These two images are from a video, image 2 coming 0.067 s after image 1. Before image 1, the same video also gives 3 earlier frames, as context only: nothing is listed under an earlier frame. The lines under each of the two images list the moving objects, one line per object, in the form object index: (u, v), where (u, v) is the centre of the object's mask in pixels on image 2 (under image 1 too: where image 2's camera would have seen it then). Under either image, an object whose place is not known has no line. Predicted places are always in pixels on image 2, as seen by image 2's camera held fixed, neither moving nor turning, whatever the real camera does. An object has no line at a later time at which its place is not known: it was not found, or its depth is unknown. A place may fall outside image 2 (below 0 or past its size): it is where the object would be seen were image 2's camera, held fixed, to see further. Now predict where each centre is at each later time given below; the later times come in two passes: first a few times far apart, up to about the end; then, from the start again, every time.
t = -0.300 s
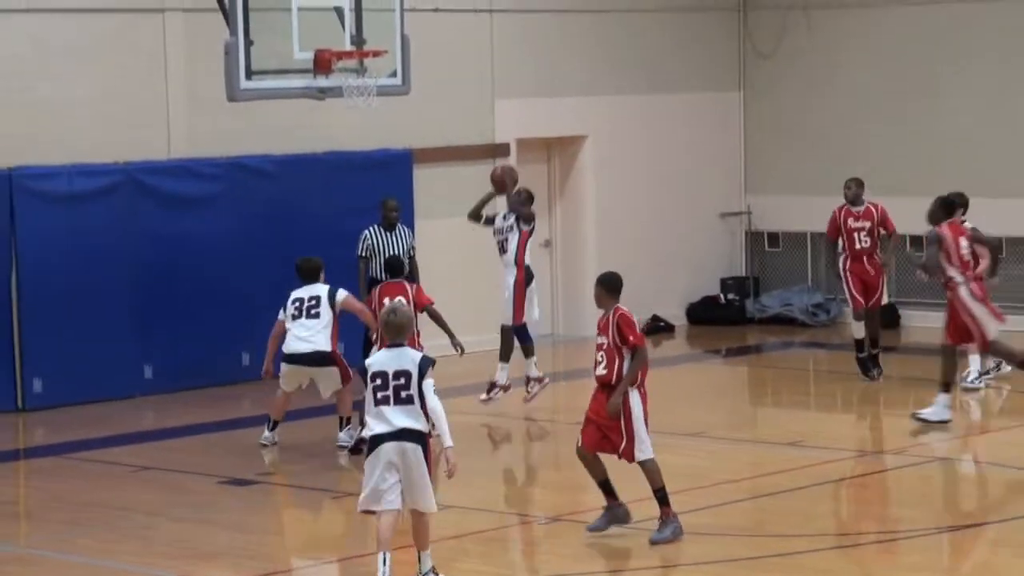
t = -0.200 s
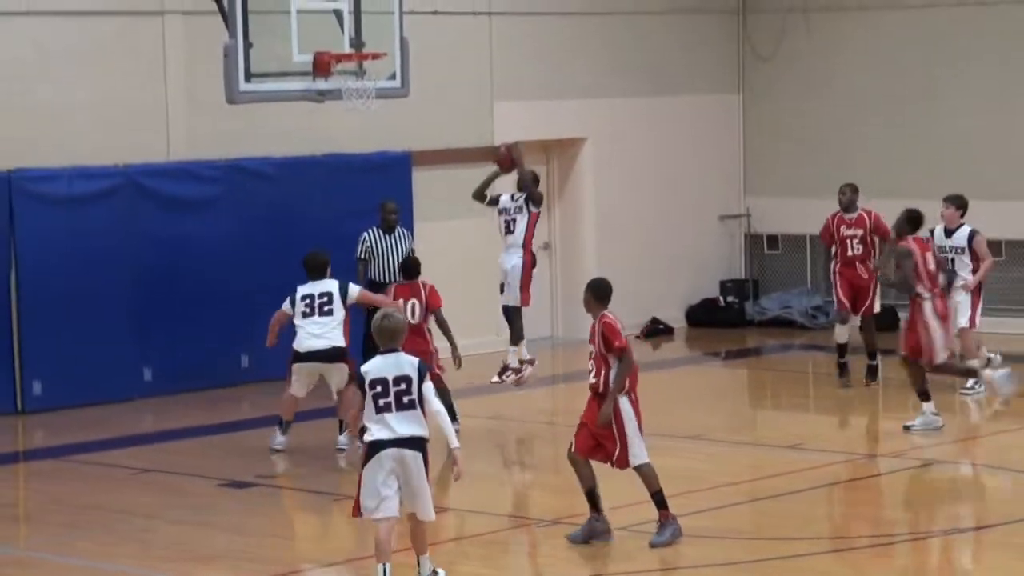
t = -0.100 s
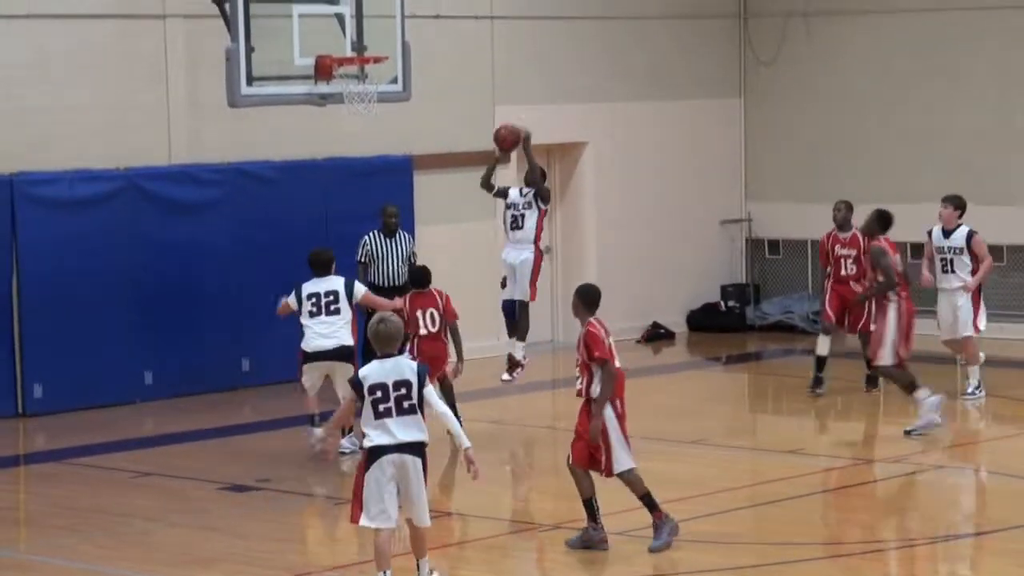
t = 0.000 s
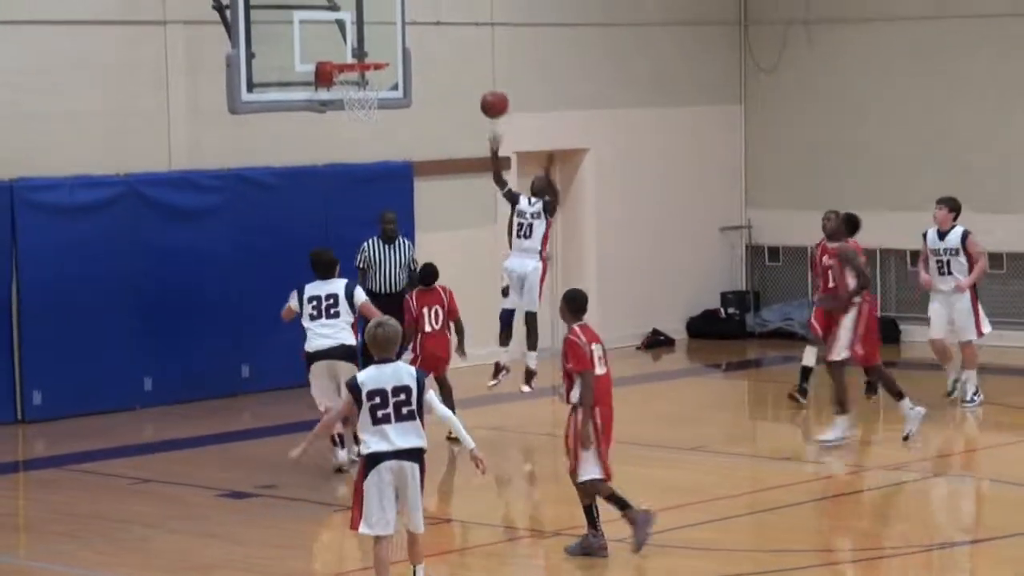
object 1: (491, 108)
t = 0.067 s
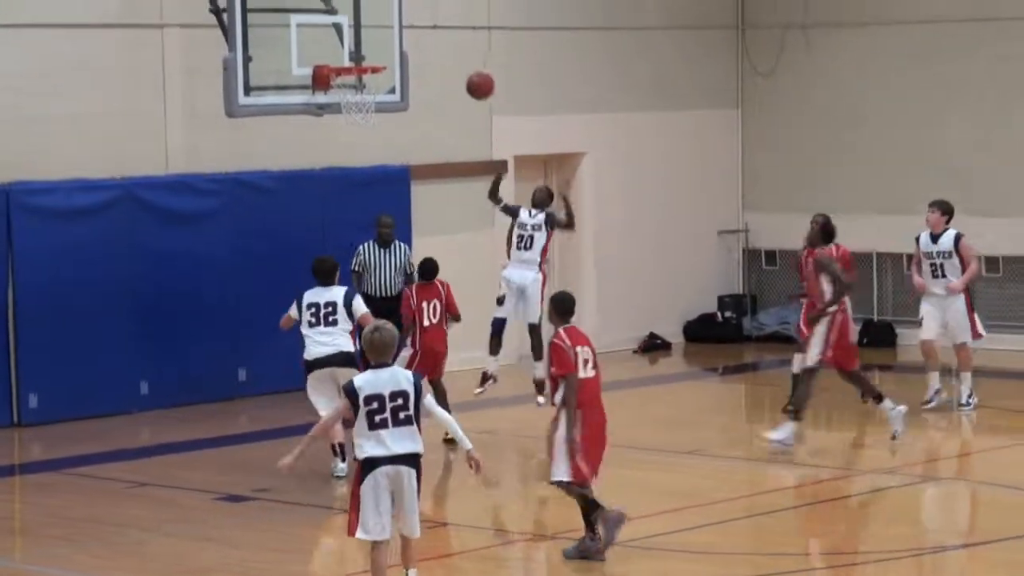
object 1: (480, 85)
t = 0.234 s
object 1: (452, 51)
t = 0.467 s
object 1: (415, 59)
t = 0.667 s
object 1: (383, 123)
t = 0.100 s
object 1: (475, 76)
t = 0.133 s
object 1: (469, 68)
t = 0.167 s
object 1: (464, 61)
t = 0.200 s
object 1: (458, 55)
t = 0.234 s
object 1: (452, 51)
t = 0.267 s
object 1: (447, 48)
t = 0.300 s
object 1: (441, 46)
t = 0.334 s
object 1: (436, 46)
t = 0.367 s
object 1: (430, 47)
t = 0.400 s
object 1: (425, 50)
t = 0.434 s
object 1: (419, 53)
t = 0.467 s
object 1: (415, 59)
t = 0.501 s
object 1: (409, 65)
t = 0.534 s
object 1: (403, 74)
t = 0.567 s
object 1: (398, 83)
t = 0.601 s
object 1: (393, 94)
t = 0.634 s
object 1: (388, 106)
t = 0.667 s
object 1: (383, 123)
